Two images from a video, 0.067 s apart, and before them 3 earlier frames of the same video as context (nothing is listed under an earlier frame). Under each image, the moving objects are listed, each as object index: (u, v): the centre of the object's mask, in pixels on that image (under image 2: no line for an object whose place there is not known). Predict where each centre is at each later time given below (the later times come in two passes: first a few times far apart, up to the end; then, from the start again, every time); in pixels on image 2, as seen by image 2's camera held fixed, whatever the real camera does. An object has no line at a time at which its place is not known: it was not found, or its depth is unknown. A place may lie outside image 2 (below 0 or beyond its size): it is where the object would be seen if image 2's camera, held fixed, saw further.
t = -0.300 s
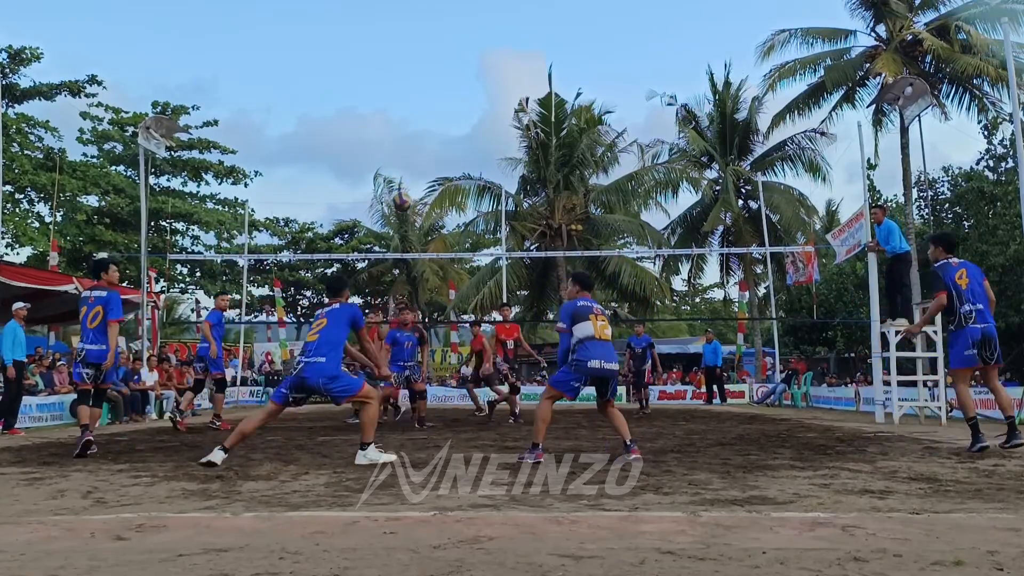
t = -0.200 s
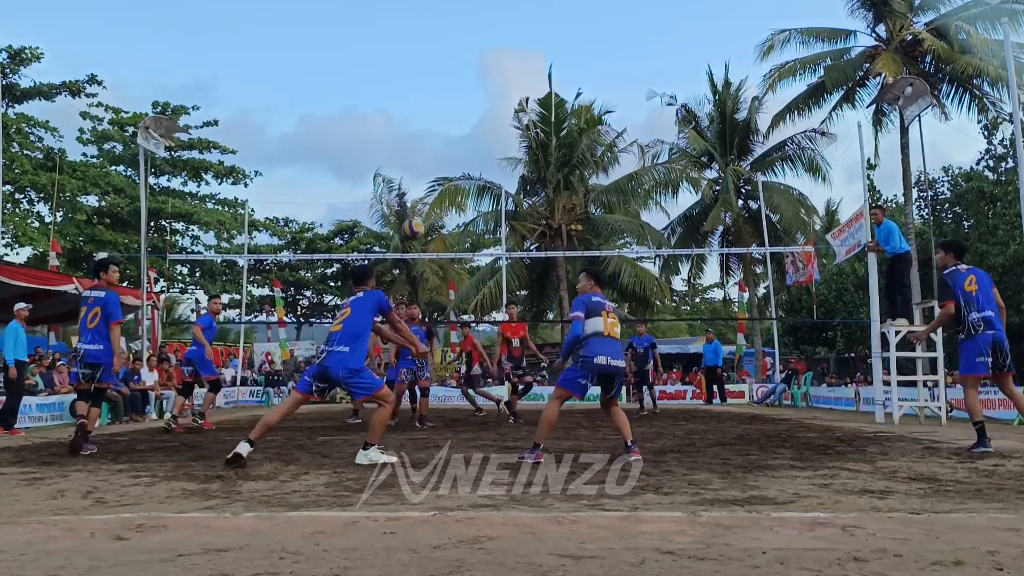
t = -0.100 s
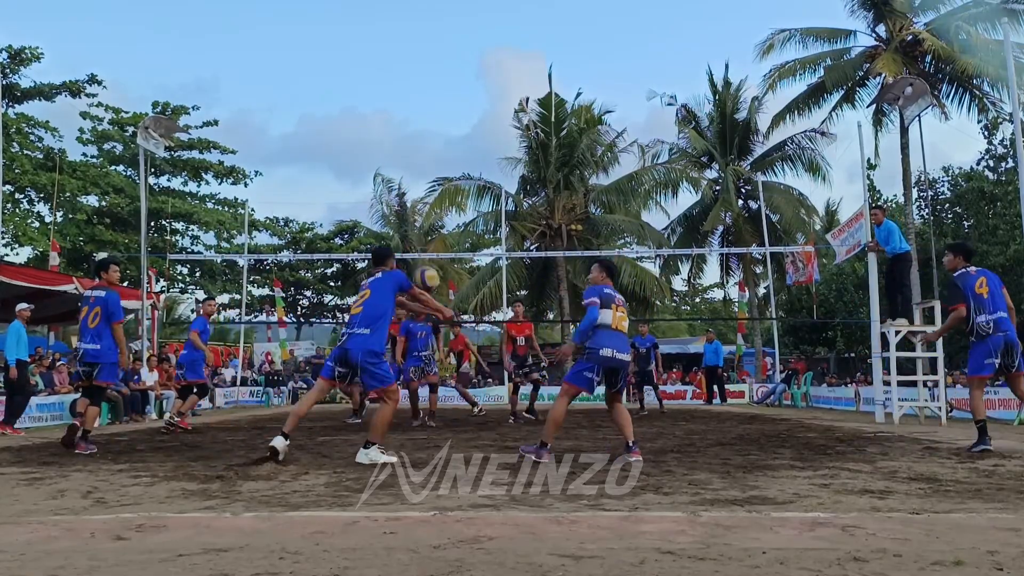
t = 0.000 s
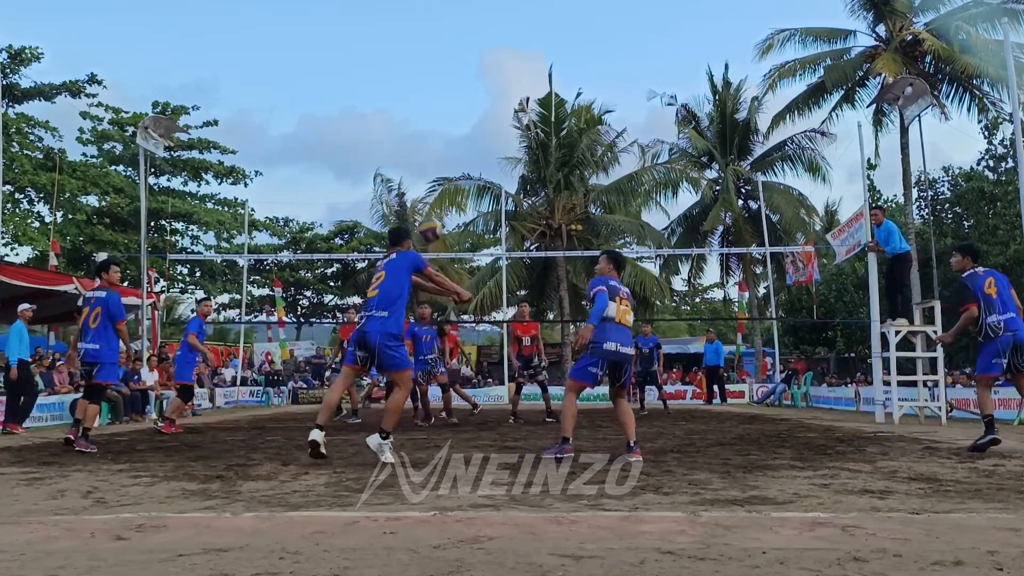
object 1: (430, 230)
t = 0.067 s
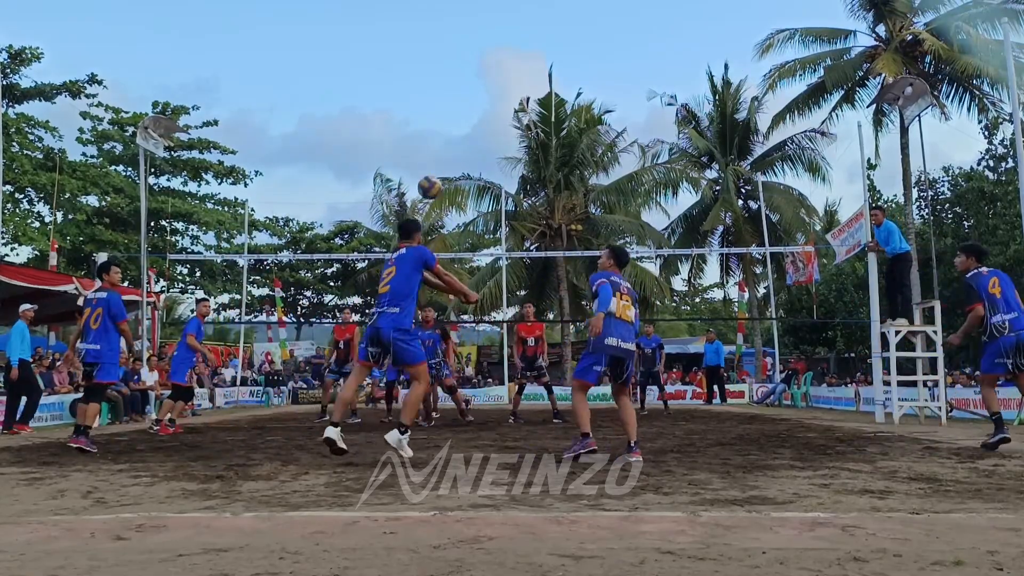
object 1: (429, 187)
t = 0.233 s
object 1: (429, 116)
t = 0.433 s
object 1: (430, 78)
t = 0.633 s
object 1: (430, 80)
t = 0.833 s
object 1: (430, 113)
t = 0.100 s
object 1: (429, 169)
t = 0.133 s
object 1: (429, 153)
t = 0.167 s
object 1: (429, 139)
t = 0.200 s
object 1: (429, 126)
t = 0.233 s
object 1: (429, 116)
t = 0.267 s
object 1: (430, 106)
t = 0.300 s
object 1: (430, 98)
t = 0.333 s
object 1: (430, 91)
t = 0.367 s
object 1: (430, 85)
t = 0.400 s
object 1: (430, 81)
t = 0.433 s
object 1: (430, 78)
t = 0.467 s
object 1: (430, 76)
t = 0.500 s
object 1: (430, 75)
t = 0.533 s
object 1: (430, 75)
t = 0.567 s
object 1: (430, 76)
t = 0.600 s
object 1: (430, 78)
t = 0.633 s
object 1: (430, 80)
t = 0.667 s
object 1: (430, 84)
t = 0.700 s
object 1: (430, 88)
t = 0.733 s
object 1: (430, 94)
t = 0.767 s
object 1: (430, 99)
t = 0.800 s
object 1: (430, 106)
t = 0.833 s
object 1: (430, 113)
